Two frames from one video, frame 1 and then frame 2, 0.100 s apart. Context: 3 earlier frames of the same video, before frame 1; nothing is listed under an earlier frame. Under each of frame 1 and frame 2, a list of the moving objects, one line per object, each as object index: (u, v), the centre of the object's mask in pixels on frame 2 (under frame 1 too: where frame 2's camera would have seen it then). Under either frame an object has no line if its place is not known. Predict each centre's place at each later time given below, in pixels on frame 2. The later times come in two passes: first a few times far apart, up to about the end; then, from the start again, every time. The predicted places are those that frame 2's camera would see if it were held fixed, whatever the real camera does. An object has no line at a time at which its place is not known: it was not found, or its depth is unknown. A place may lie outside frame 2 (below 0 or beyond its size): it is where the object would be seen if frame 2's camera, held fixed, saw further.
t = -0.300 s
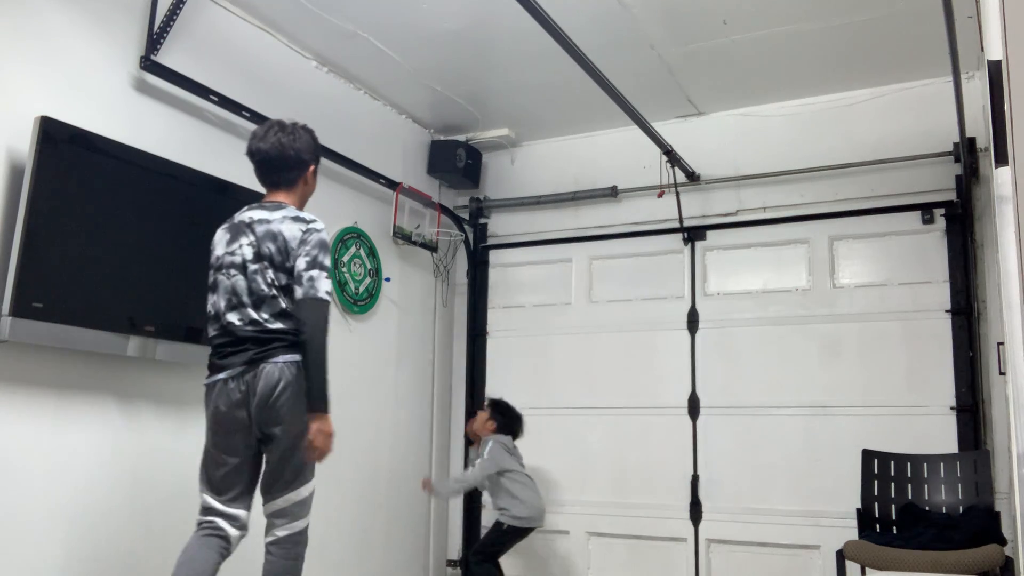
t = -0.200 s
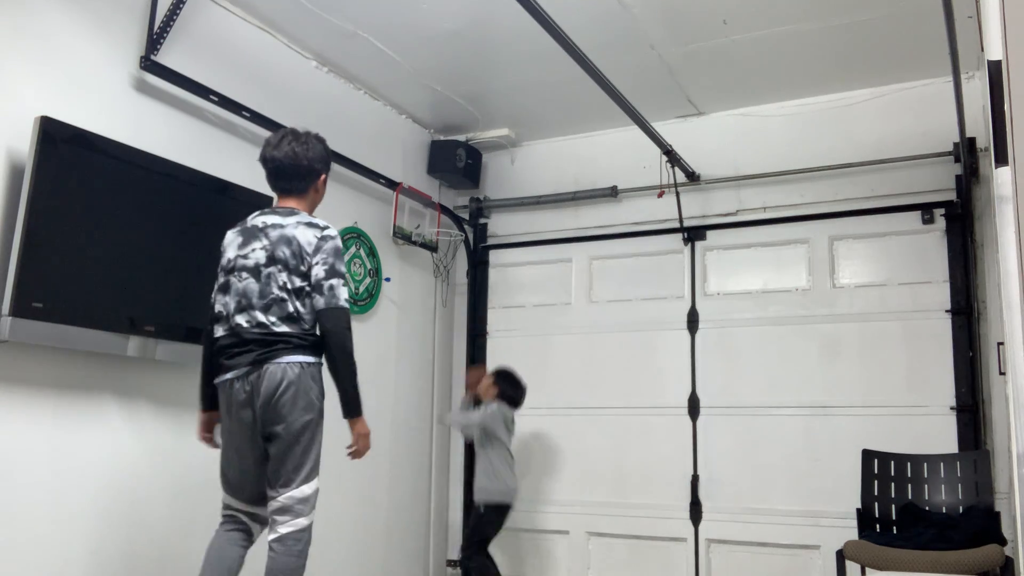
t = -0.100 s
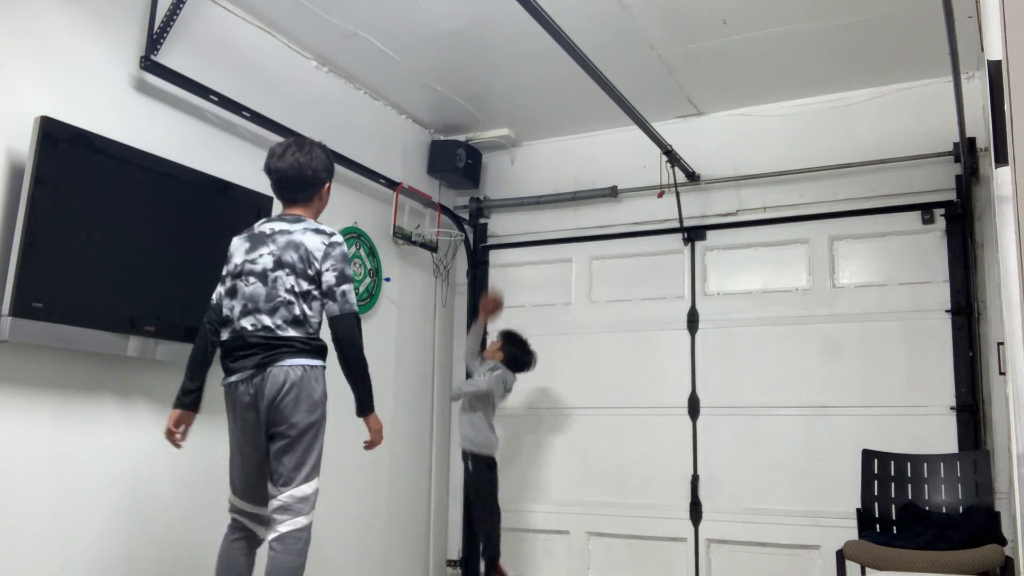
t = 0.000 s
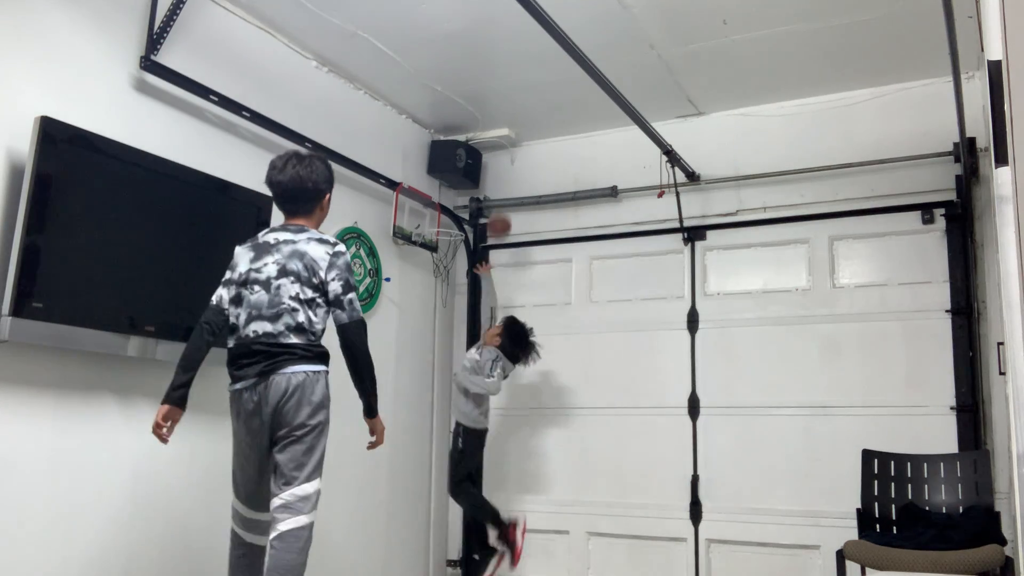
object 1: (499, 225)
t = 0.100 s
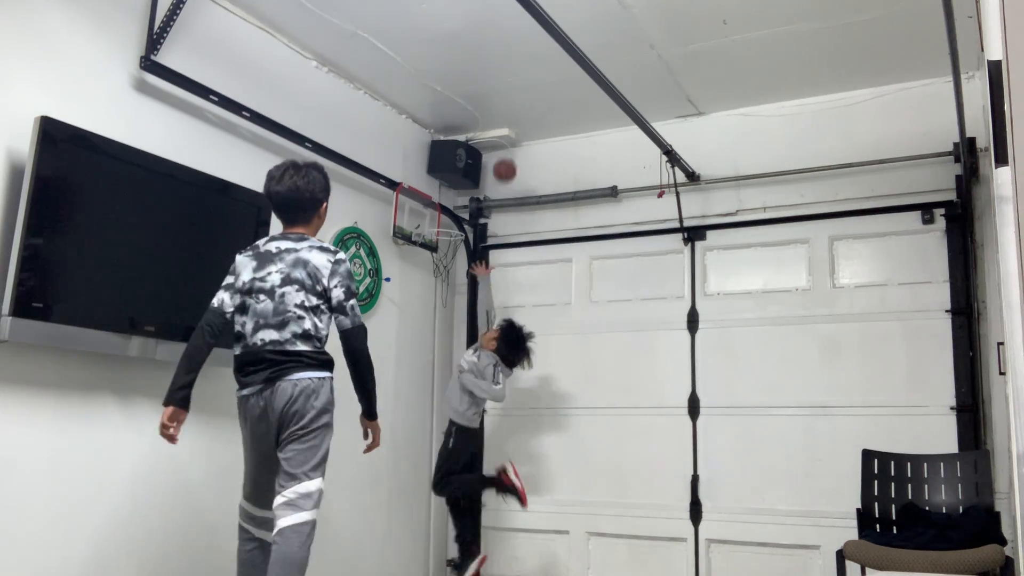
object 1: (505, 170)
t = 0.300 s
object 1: (512, 128)
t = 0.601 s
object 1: (513, 259)
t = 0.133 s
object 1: (506, 156)
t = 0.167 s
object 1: (508, 144)
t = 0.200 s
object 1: (509, 134)
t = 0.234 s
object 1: (511, 126)
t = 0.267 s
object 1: (511, 121)
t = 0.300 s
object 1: (512, 128)
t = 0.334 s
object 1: (513, 135)
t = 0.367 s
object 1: (513, 144)
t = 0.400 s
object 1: (513, 155)
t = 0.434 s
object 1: (513, 168)
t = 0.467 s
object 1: (513, 182)
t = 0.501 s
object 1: (513, 199)
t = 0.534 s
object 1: (513, 217)
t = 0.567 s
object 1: (513, 237)
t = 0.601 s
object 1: (513, 259)
